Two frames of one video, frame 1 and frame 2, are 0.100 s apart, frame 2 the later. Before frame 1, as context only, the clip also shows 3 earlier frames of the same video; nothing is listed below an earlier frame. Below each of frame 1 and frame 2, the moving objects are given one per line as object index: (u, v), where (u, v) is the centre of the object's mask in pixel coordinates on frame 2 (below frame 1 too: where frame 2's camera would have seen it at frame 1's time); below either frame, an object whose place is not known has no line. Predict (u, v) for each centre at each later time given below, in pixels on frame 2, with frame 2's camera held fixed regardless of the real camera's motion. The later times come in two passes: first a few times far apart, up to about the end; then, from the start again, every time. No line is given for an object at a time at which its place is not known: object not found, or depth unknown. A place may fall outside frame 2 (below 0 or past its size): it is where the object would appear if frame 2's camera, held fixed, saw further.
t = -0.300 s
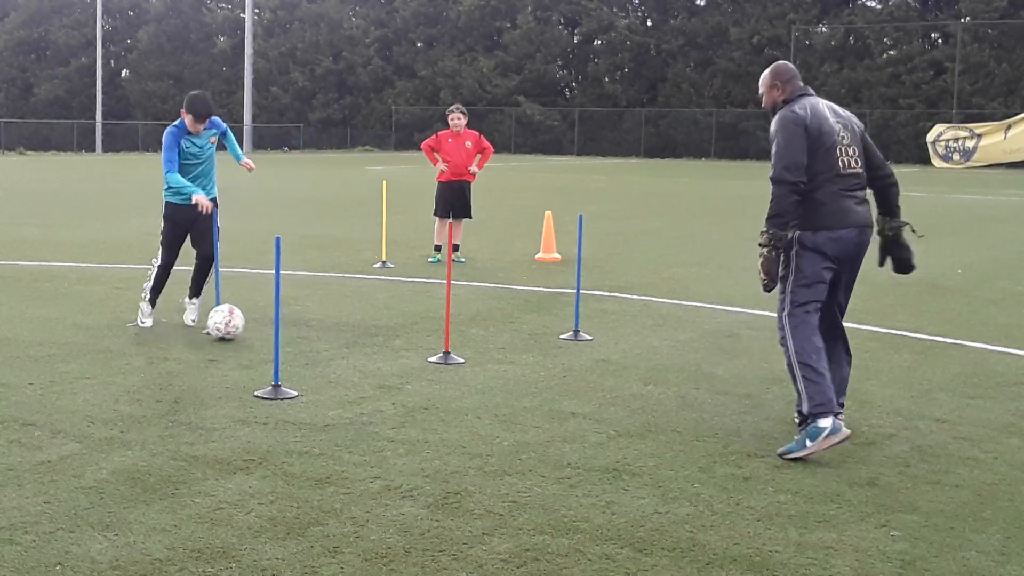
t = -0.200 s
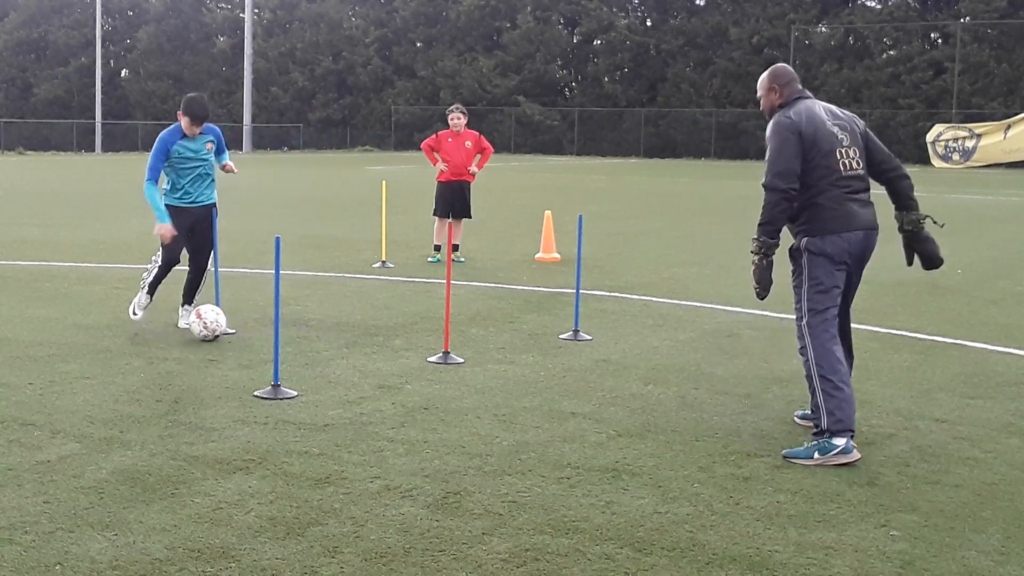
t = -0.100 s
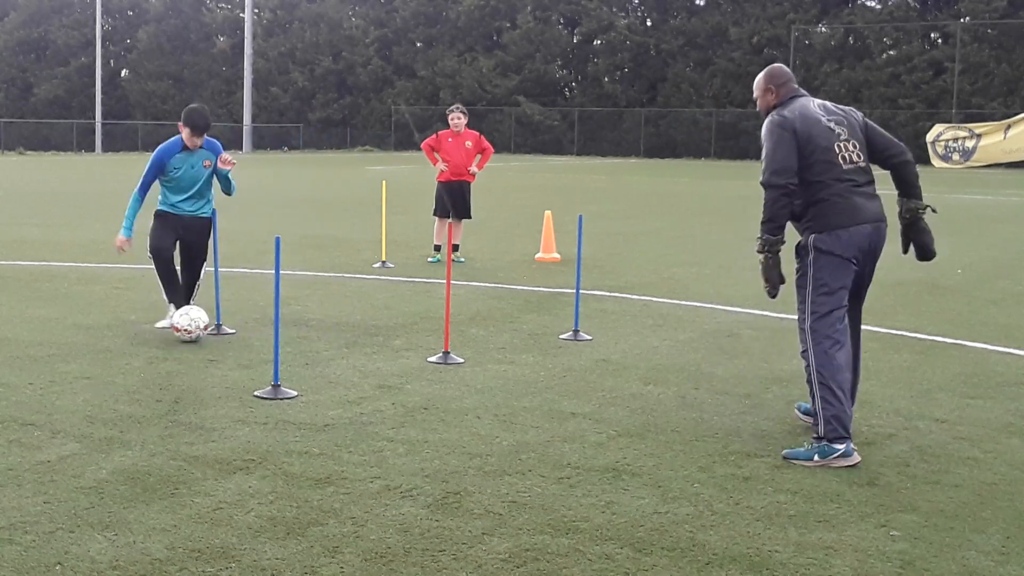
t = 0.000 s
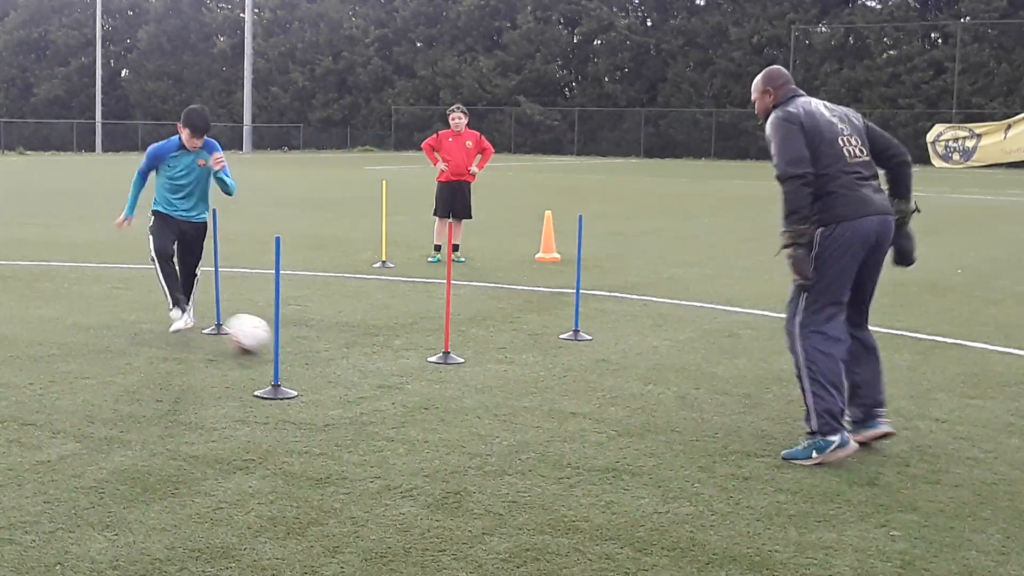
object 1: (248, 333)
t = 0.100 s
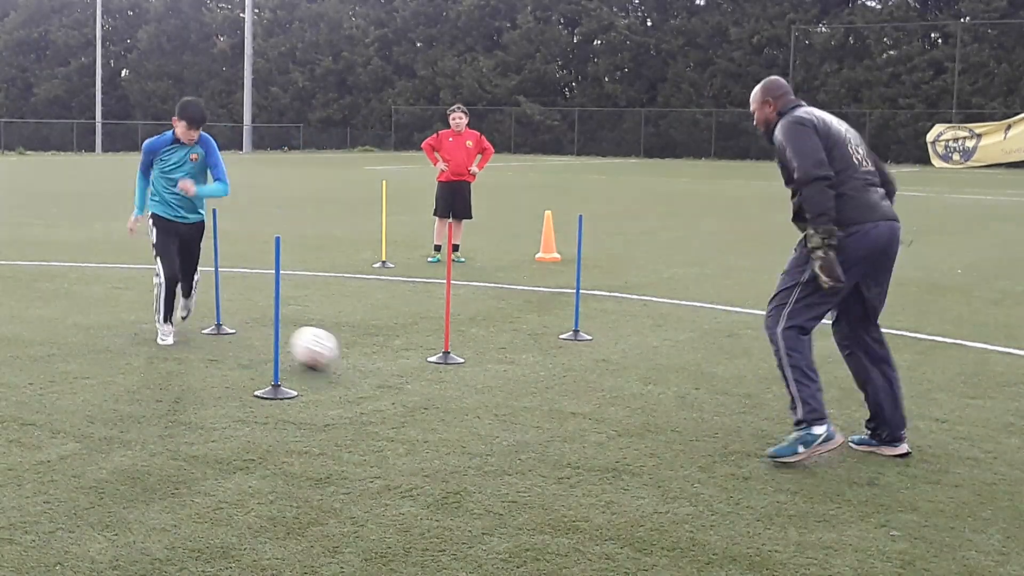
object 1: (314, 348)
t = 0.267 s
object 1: (434, 375)
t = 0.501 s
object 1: (620, 416)
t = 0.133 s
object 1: (337, 354)
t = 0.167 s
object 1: (360, 358)
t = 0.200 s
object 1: (384, 364)
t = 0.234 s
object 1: (409, 370)
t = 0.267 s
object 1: (434, 375)
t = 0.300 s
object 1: (459, 381)
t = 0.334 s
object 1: (485, 385)
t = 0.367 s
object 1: (511, 391)
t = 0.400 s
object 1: (537, 398)
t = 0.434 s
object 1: (565, 404)
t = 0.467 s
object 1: (592, 409)
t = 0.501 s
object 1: (620, 416)
